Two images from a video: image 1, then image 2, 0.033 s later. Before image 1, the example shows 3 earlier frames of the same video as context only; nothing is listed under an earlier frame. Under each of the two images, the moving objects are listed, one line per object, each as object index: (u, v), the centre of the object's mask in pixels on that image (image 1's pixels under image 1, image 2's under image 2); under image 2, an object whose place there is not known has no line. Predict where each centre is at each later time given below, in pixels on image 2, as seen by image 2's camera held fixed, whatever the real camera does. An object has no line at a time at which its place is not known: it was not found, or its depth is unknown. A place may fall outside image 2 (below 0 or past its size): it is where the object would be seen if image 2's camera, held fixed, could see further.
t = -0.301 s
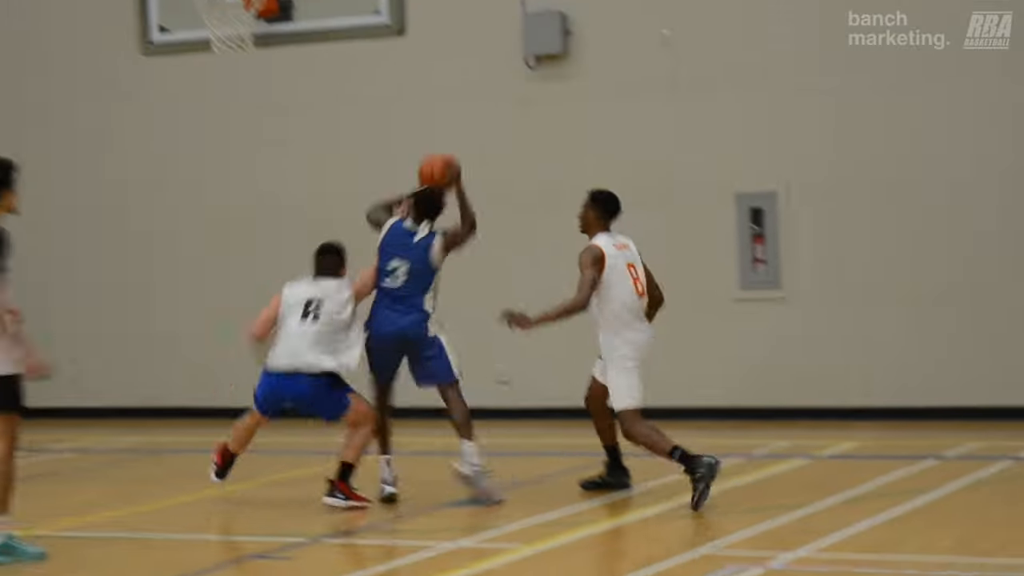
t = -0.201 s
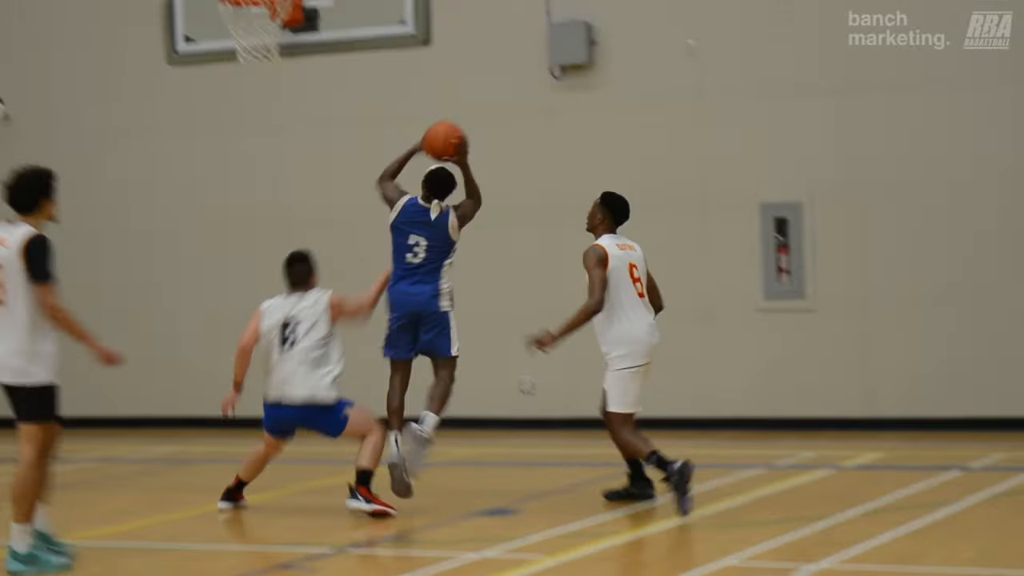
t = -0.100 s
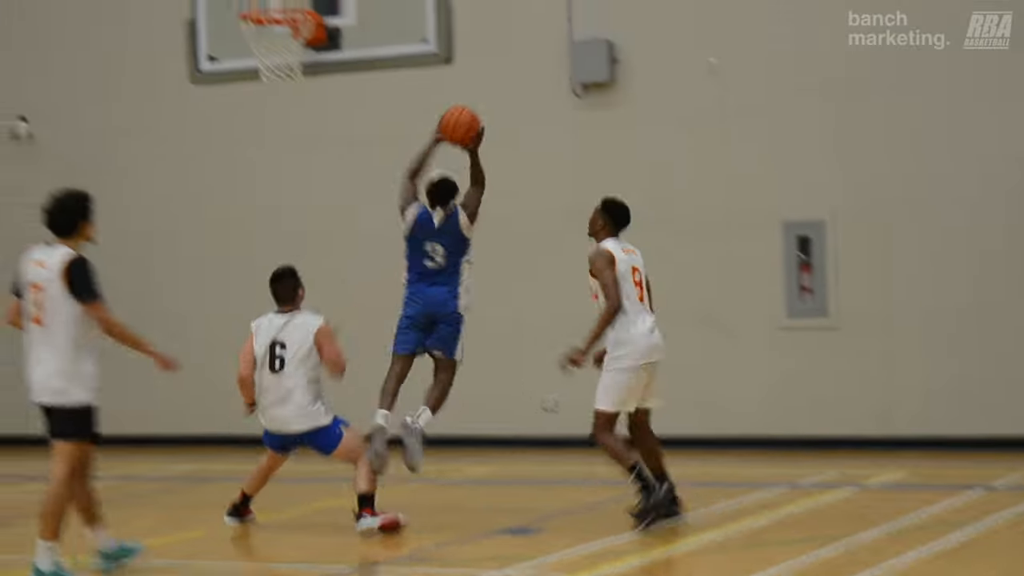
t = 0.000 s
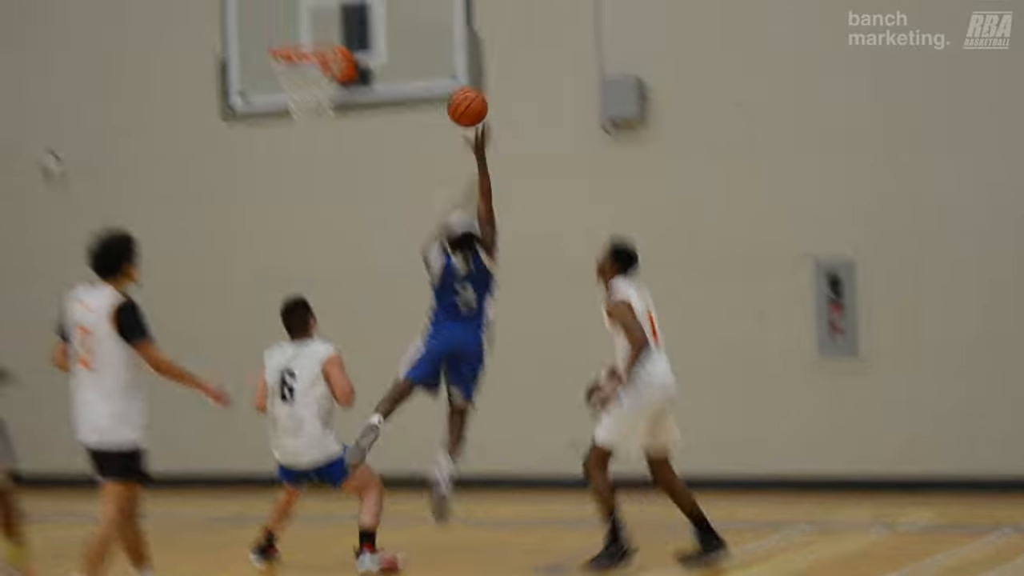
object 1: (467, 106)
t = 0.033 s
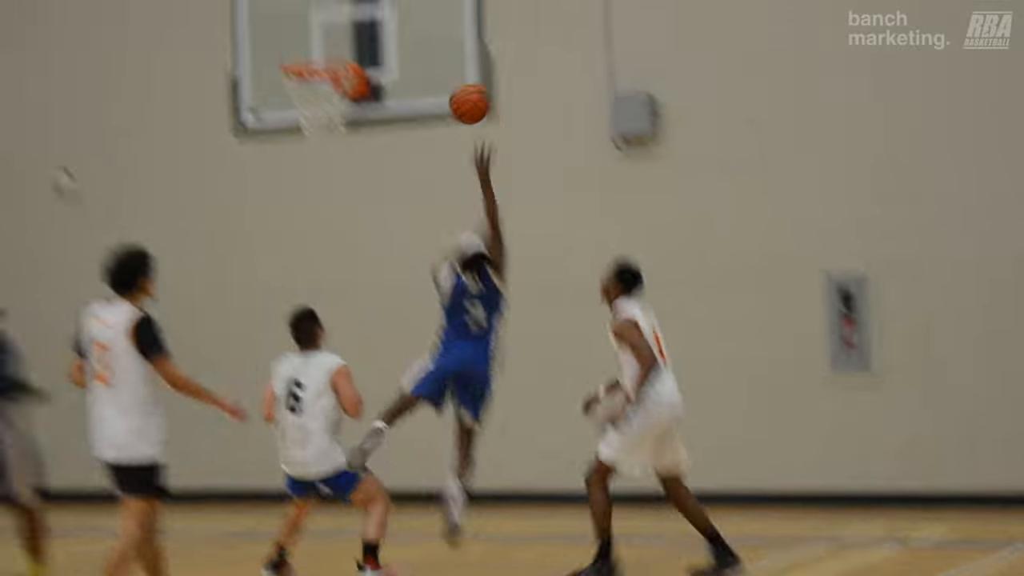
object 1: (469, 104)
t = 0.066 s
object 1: (459, 85)
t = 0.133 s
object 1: (442, 58)
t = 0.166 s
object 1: (434, 47)
